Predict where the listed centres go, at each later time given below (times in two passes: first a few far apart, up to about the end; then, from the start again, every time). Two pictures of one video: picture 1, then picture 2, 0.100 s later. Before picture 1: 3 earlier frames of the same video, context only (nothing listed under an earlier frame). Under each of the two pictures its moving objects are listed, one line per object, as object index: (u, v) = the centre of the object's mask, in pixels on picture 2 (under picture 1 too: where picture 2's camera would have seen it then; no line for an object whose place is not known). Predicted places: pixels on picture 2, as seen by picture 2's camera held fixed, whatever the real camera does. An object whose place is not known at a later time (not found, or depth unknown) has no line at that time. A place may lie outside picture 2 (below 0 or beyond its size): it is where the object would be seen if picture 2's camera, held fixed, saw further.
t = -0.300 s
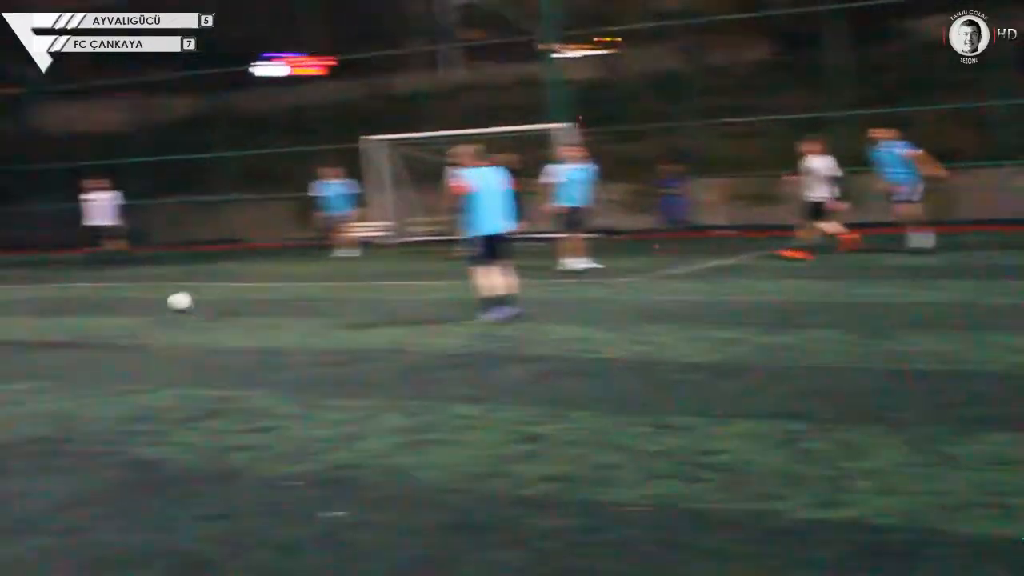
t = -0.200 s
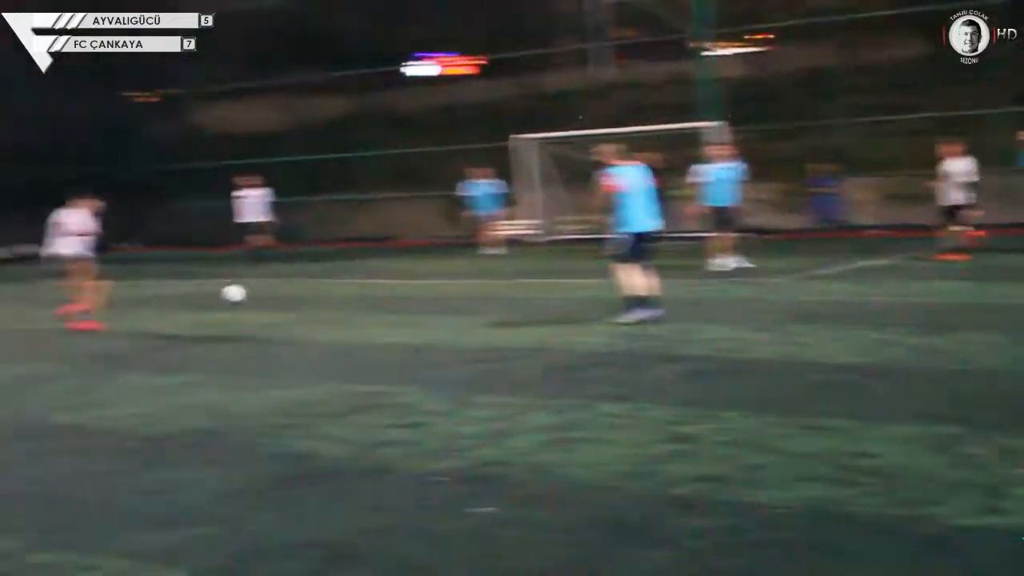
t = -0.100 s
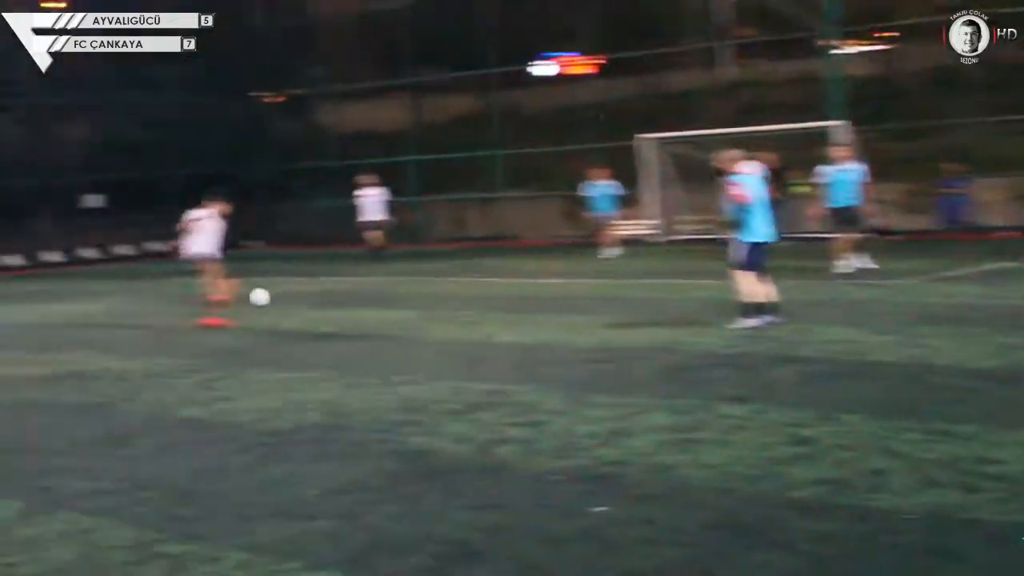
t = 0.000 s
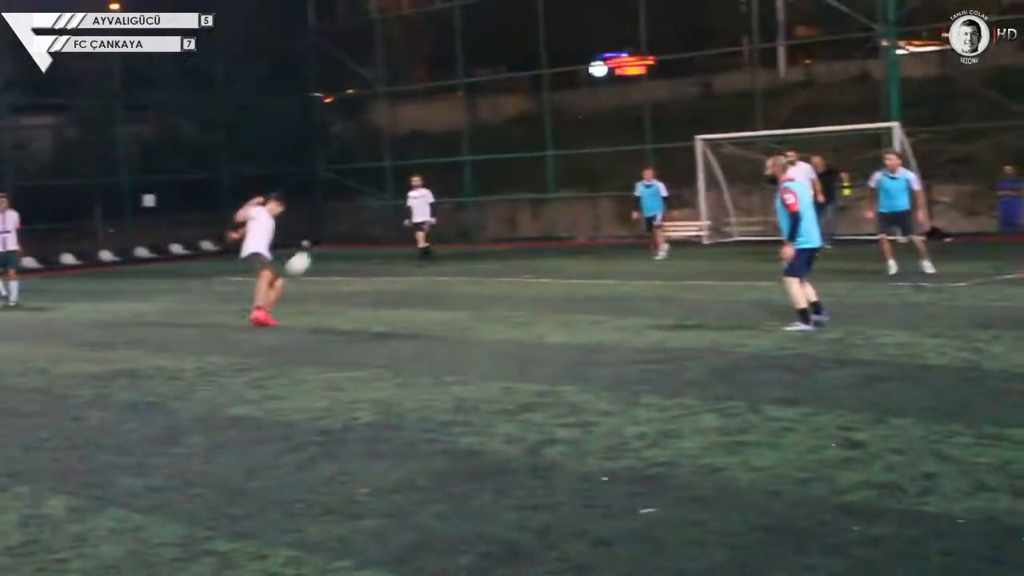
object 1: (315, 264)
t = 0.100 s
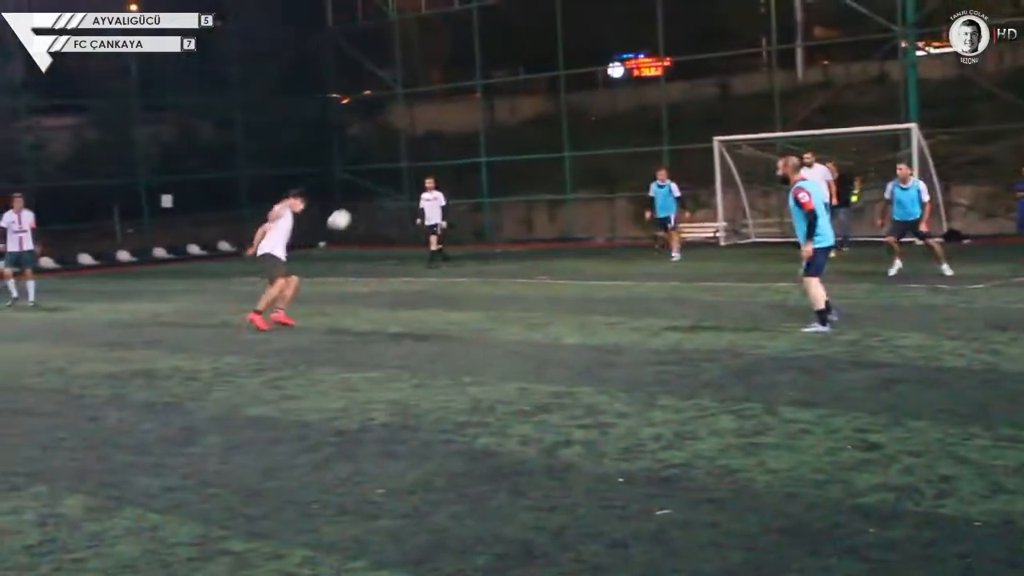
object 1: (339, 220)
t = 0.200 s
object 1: (362, 186)
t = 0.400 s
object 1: (404, 148)
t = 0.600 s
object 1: (441, 142)
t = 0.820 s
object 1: (480, 168)
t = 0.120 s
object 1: (344, 213)
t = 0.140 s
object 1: (349, 205)
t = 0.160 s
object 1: (353, 199)
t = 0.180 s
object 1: (358, 192)
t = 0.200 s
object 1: (362, 186)
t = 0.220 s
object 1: (366, 181)
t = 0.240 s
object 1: (370, 176)
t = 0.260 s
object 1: (375, 171)
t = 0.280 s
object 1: (379, 166)
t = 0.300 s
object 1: (383, 163)
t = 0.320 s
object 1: (388, 159)
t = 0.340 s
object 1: (391, 156)
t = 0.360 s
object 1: (395, 153)
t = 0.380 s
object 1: (400, 150)
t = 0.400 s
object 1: (404, 148)
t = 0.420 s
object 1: (408, 146)
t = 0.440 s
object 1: (411, 144)
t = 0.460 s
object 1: (415, 143)
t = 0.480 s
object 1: (419, 142)
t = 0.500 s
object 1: (423, 141)
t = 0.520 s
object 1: (427, 141)
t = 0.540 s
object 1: (431, 140)
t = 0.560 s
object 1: (434, 141)
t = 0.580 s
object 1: (438, 141)
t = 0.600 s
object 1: (441, 142)
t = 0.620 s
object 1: (445, 143)
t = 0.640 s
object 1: (449, 144)
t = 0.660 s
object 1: (452, 146)
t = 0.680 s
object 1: (456, 147)
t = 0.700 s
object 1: (459, 150)
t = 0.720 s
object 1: (463, 152)
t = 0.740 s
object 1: (466, 155)
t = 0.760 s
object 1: (469, 158)
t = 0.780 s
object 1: (473, 161)
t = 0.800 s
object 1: (476, 164)
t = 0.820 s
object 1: (480, 168)
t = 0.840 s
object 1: (484, 172)
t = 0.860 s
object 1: (487, 175)
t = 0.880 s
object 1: (490, 180)
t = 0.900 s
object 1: (493, 184)
